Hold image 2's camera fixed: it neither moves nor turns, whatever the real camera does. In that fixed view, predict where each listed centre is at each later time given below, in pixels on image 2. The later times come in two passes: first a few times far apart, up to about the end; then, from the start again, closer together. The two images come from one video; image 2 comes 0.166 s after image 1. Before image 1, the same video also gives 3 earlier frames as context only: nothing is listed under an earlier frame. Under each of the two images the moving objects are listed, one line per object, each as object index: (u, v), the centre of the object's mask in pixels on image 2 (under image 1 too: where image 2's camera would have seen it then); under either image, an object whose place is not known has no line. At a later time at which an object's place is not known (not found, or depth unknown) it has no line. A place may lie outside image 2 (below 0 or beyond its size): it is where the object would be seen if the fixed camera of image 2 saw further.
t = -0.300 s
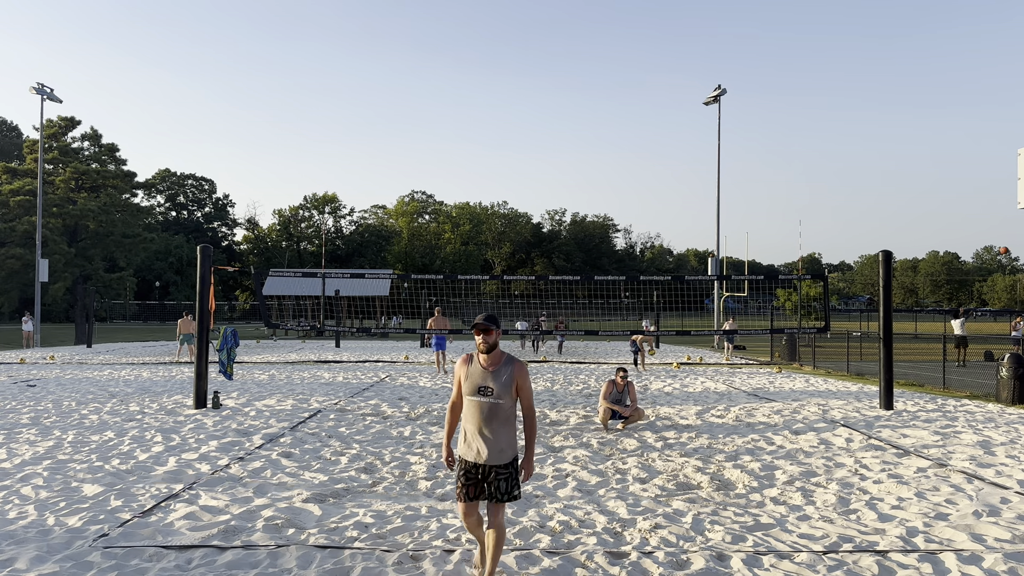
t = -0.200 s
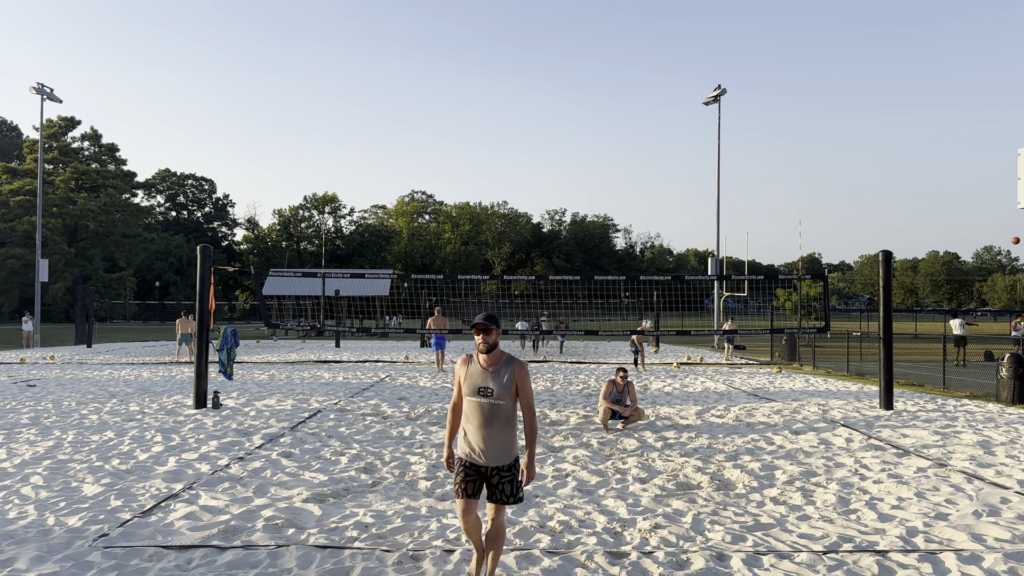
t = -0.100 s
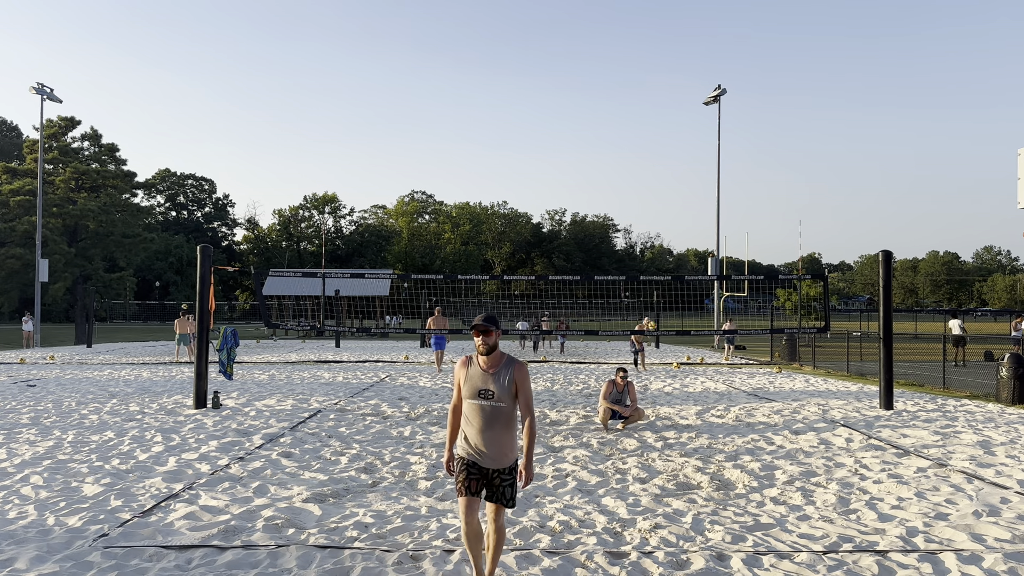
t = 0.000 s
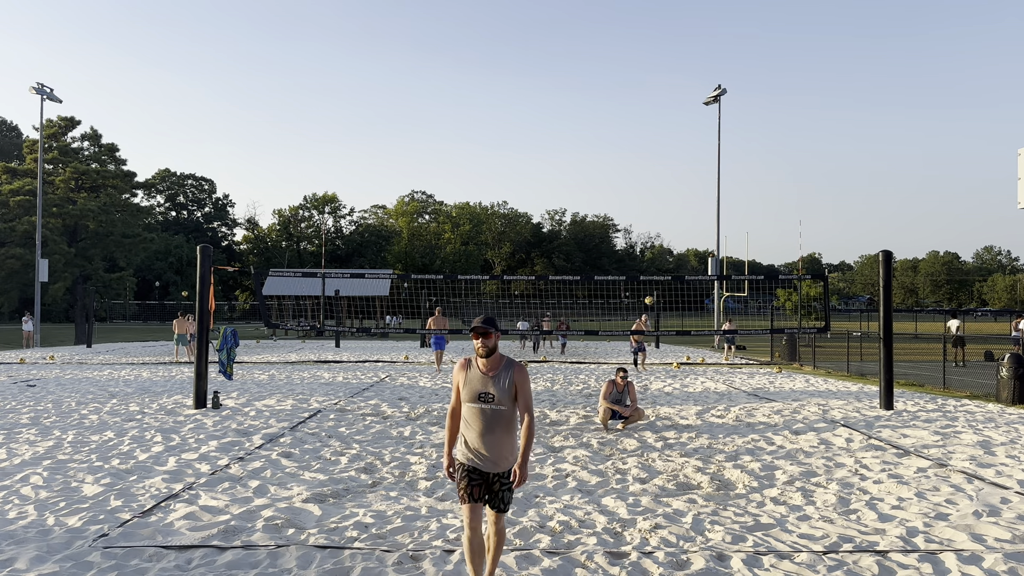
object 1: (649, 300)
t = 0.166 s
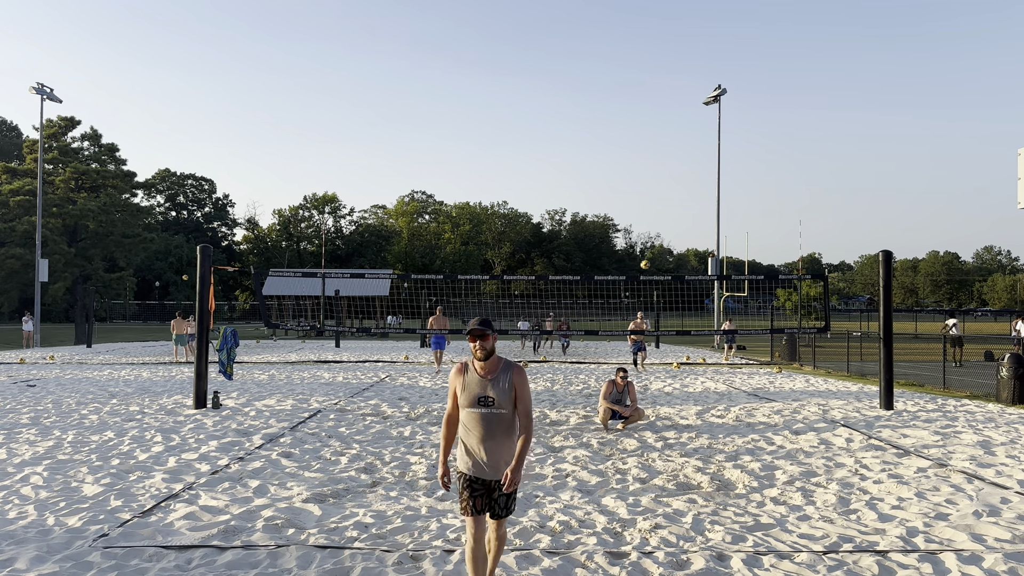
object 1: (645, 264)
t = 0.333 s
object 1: (642, 238)
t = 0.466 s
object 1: (640, 223)
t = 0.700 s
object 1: (638, 216)
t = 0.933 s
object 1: (637, 240)
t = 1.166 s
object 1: (640, 306)
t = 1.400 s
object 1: (647, 432)
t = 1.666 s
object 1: (657, 447)
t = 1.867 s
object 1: (667, 485)
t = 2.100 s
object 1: (672, 481)
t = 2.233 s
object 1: (675, 495)
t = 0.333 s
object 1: (642, 238)
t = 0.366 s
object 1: (641, 233)
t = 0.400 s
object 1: (641, 229)
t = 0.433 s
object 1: (641, 226)
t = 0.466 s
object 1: (640, 223)
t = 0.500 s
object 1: (640, 220)
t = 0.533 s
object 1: (639, 218)
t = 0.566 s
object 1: (639, 217)
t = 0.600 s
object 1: (639, 216)
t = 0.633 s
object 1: (638, 215)
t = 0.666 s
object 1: (638, 215)
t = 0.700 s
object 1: (638, 216)
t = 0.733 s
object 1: (637, 217)
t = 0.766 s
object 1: (637, 220)
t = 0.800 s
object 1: (637, 222)
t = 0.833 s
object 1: (637, 225)
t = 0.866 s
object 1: (637, 229)
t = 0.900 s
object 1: (637, 234)
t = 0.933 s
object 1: (637, 240)
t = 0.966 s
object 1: (638, 247)
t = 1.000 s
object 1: (638, 254)
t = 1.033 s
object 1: (638, 262)
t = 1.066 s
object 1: (639, 271)
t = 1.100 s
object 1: (639, 282)
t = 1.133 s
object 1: (640, 293)
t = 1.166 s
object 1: (640, 306)
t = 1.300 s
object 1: (643, 369)
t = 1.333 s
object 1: (644, 388)
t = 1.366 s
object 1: (645, 409)
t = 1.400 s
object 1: (647, 432)
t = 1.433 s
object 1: (649, 454)
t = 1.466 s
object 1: (649, 450)
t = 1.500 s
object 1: (651, 447)
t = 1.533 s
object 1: (652, 445)
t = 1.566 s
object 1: (653, 444)
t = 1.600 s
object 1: (654, 444)
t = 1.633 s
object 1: (655, 445)
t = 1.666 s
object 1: (657, 447)
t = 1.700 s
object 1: (658, 449)
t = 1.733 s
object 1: (659, 454)
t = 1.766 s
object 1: (661, 459)
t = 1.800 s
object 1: (663, 467)
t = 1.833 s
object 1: (665, 475)
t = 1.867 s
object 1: (667, 485)
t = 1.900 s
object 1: (669, 497)
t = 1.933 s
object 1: (669, 495)
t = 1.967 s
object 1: (670, 490)
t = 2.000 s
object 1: (671, 486)
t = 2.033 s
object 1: (671, 483)
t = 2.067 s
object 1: (671, 481)
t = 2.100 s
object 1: (672, 481)
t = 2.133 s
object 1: (673, 482)
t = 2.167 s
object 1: (673, 485)
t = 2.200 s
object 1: (674, 490)
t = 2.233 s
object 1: (675, 495)
